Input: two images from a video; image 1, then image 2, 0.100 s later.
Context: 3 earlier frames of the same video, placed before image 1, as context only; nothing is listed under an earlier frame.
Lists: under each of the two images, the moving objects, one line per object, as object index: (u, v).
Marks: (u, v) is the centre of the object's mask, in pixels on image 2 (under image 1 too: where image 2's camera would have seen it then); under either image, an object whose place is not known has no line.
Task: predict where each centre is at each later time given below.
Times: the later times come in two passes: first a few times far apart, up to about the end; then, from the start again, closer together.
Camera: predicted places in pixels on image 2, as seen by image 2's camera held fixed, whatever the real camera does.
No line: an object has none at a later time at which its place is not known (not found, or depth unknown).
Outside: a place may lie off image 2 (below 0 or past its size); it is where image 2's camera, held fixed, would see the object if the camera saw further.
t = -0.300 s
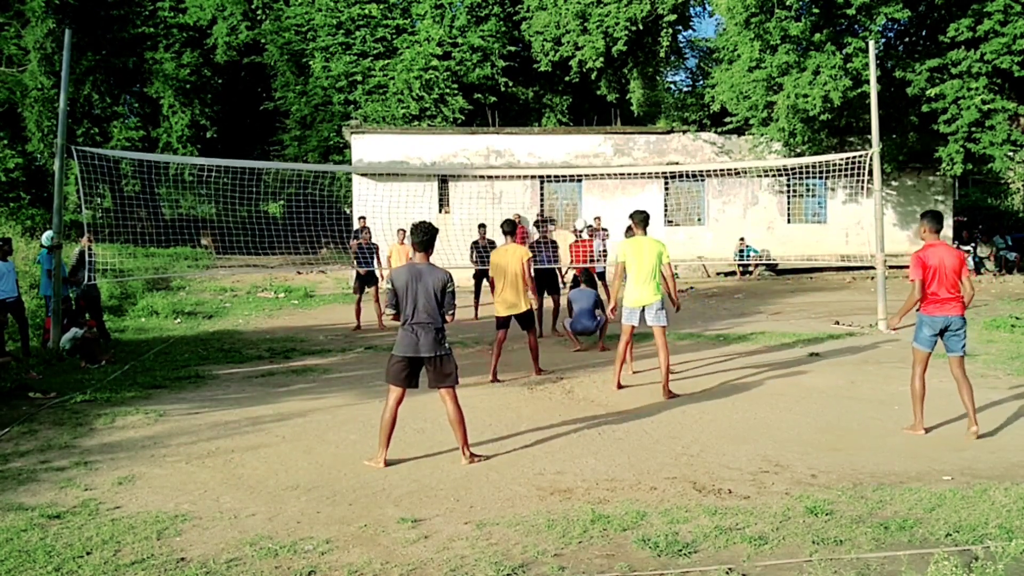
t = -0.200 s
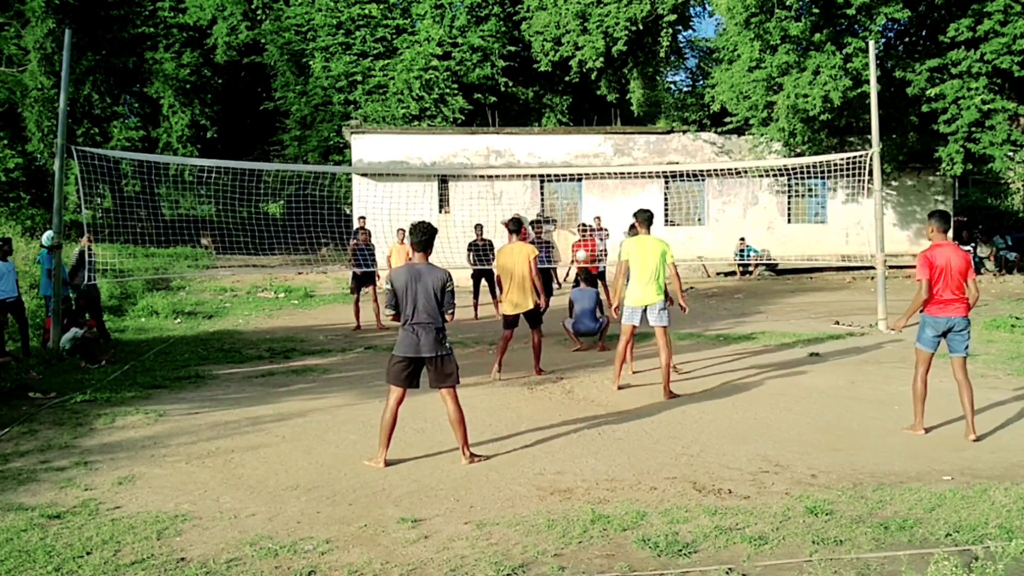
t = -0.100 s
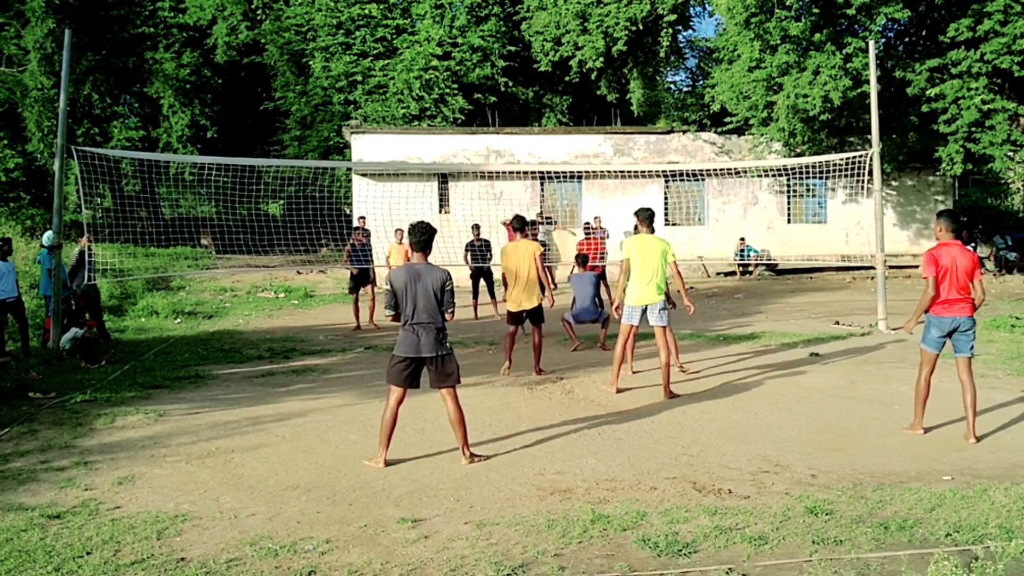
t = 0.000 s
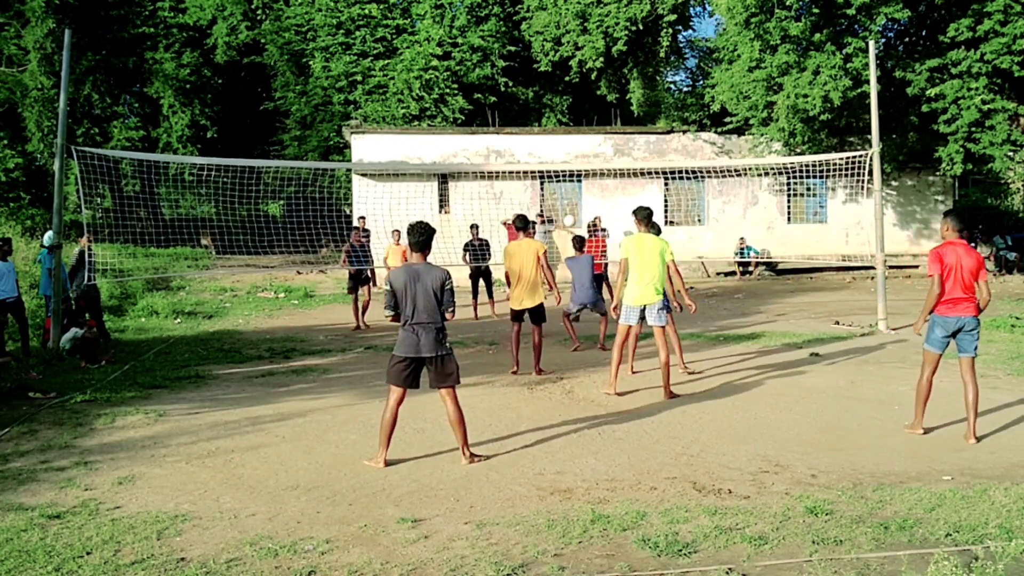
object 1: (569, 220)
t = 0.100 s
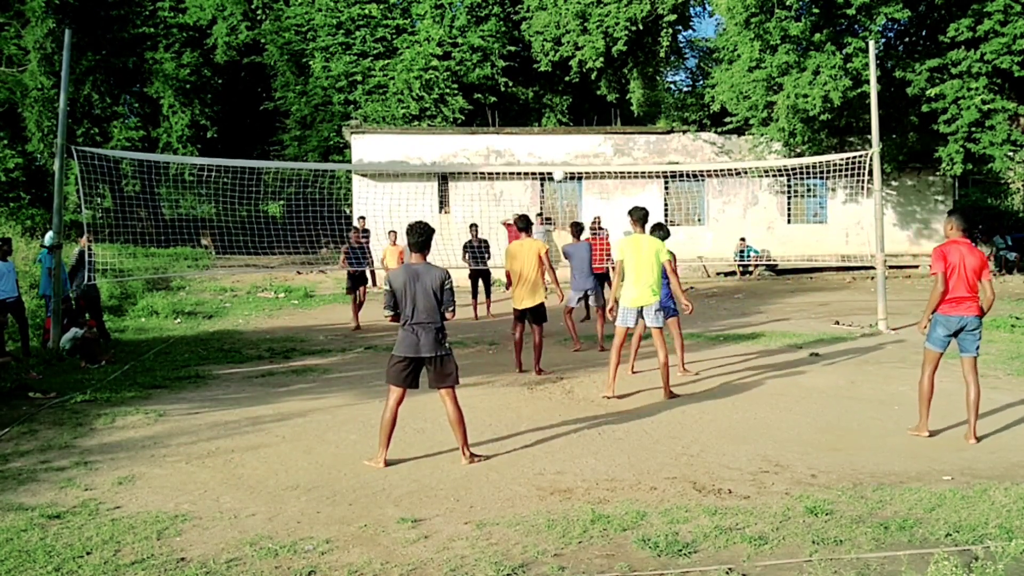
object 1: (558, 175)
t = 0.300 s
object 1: (538, 102)
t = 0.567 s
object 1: (510, 49)
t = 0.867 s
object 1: (476, 58)
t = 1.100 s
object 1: (449, 123)
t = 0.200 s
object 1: (549, 134)
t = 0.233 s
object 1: (544, 123)
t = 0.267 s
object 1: (541, 112)
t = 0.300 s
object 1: (538, 102)
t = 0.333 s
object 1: (536, 93)
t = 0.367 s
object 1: (531, 84)
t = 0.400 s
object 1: (528, 76)
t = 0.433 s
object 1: (524, 68)
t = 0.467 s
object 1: (521, 62)
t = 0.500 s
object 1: (517, 57)
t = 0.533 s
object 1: (513, 52)
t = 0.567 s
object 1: (510, 49)
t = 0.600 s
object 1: (506, 46)
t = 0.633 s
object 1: (502, 44)
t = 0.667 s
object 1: (499, 43)
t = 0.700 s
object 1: (495, 43)
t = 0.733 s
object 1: (491, 44)
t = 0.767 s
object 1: (487, 45)
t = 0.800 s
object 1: (483, 49)
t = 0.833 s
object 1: (479, 53)
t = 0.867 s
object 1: (476, 58)
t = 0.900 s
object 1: (471, 64)
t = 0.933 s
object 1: (468, 71)
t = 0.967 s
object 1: (464, 79)
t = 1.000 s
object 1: (461, 89)
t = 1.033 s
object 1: (456, 99)
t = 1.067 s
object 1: (453, 111)
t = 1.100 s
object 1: (449, 123)
